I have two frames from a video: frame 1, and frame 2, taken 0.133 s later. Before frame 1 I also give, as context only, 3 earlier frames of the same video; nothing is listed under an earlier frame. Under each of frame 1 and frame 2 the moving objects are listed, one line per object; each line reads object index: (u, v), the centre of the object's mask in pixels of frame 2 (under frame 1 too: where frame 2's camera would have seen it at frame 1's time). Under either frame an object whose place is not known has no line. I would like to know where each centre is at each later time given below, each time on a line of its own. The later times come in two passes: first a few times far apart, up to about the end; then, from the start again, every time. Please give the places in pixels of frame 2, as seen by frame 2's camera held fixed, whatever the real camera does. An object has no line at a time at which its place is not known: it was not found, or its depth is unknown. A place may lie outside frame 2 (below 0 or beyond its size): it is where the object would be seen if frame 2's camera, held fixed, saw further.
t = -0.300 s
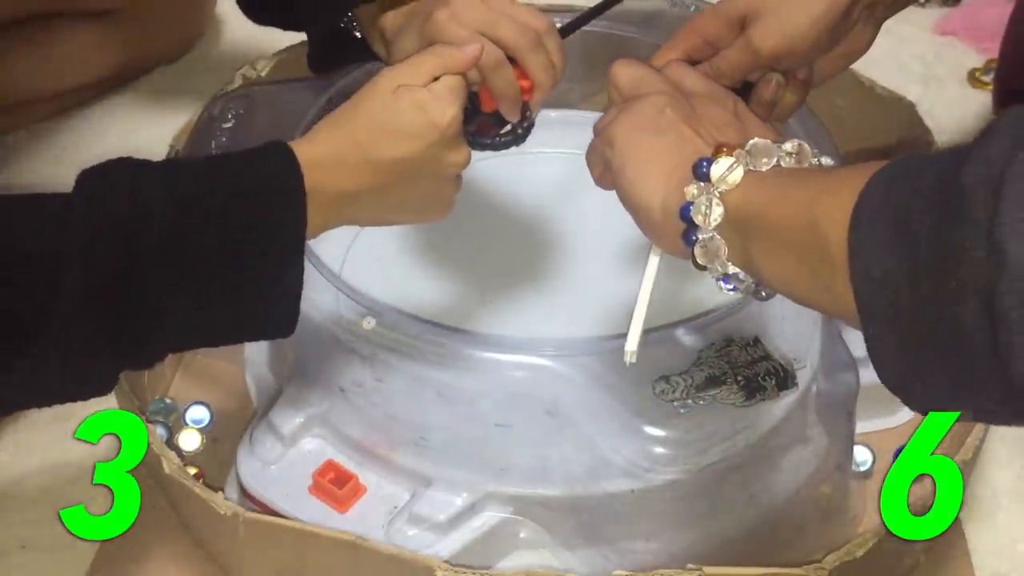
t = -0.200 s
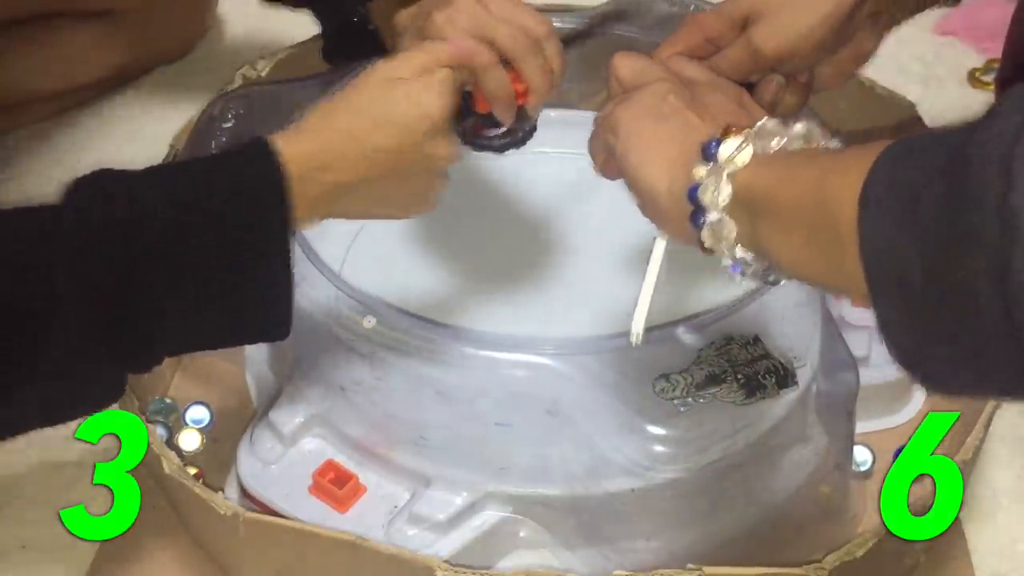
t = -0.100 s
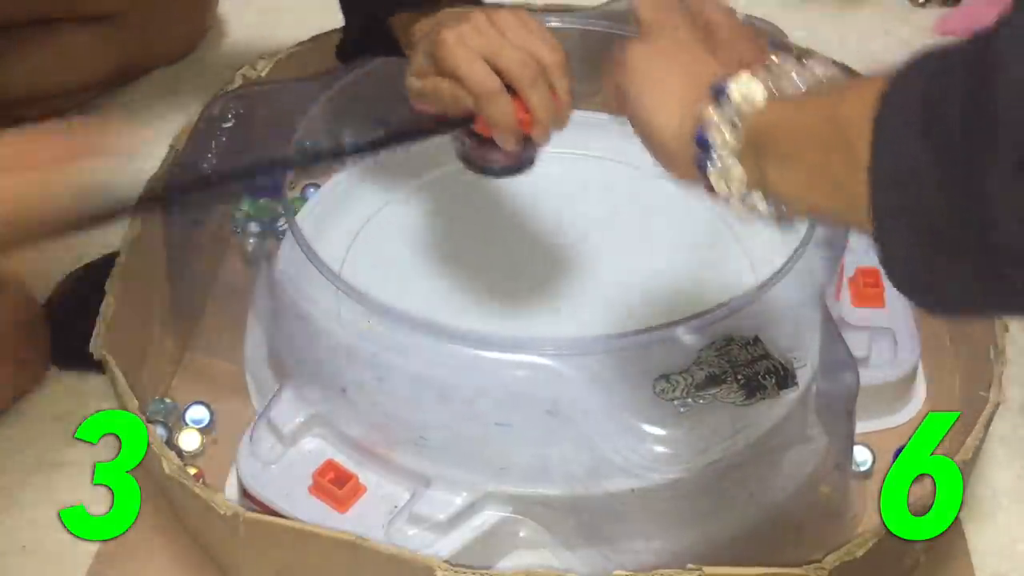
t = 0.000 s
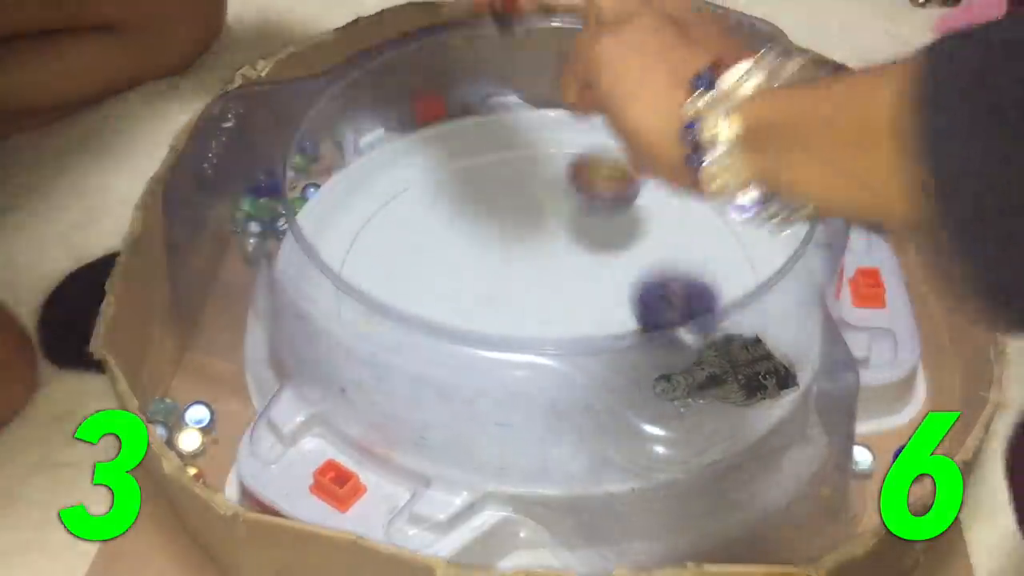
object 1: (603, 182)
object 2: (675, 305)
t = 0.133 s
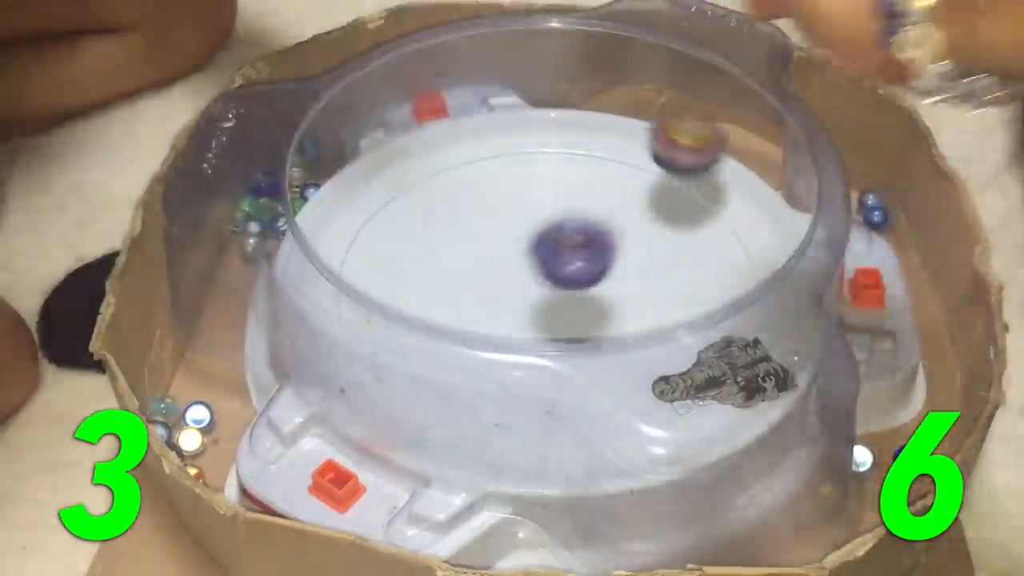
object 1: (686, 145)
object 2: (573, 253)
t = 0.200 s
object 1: (704, 151)
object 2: (529, 272)
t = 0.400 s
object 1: (643, 204)
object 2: (482, 306)
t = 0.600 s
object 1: (465, 252)
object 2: (608, 362)
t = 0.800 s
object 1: (378, 324)
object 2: (709, 220)
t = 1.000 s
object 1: (560, 389)
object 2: (485, 114)
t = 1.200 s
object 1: (755, 255)
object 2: (341, 312)
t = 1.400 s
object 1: (553, 138)
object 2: (775, 296)
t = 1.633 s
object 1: (421, 380)
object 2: (595, 103)
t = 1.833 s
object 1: (743, 244)
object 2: (529, 337)
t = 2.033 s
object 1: (383, 191)
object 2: (644, 438)
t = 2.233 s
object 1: (644, 397)
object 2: (795, 458)
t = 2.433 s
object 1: (614, 142)
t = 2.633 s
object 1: (321, 201)
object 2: (792, 516)
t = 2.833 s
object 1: (409, 309)
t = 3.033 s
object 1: (683, 300)
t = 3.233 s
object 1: (700, 213)
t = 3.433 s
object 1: (511, 166)
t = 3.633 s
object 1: (362, 264)
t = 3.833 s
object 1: (516, 410)
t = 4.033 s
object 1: (745, 305)
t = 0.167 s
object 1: (701, 165)
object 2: (545, 277)
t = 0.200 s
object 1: (704, 151)
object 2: (529, 272)
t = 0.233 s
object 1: (705, 151)
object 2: (518, 260)
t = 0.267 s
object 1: (703, 164)
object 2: (507, 263)
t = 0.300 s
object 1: (695, 176)
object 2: (495, 281)
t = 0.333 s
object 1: (682, 182)
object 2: (489, 285)
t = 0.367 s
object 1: (665, 194)
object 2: (484, 292)
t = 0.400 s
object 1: (643, 204)
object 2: (482, 306)
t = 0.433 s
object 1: (618, 214)
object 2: (487, 327)
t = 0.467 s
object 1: (591, 223)
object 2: (498, 338)
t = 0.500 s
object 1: (562, 231)
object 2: (515, 350)
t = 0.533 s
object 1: (530, 239)
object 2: (541, 360)
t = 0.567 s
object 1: (498, 244)
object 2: (574, 365)
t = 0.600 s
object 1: (465, 252)
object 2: (608, 362)
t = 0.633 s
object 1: (437, 259)
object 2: (643, 346)
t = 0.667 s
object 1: (412, 271)
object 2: (671, 331)
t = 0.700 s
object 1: (396, 278)
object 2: (694, 311)
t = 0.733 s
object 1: (380, 294)
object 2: (709, 279)
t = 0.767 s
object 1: (375, 309)
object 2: (714, 252)
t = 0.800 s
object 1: (378, 324)
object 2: (709, 220)
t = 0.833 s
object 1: (389, 340)
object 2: (693, 192)
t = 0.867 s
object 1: (408, 355)
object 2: (670, 165)
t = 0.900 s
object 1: (438, 371)
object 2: (631, 143)
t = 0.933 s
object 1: (474, 384)
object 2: (585, 131)
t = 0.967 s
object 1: (515, 391)
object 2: (536, 122)
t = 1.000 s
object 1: (560, 389)
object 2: (485, 114)
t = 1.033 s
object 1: (605, 381)
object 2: (434, 127)
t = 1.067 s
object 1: (645, 358)
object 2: (381, 151)
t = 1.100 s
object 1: (679, 336)
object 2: (337, 188)
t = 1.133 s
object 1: (716, 314)
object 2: (294, 232)
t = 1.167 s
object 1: (742, 294)
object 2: (284, 282)
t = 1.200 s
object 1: (755, 255)
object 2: (341, 312)
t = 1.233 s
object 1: (746, 229)
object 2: (403, 337)
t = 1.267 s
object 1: (723, 204)
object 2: (485, 359)
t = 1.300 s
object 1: (693, 178)
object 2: (562, 368)
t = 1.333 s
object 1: (654, 155)
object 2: (638, 357)
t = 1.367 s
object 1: (608, 142)
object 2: (719, 320)
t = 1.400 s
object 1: (553, 138)
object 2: (775, 296)
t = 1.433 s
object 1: (496, 140)
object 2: (788, 250)
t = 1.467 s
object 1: (442, 155)
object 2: (773, 219)
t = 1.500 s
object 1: (392, 187)
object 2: (752, 190)
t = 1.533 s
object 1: (357, 224)
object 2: (720, 156)
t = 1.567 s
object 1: (345, 280)
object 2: (682, 123)
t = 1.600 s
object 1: (366, 334)
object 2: (631, 100)
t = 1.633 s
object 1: (421, 380)
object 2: (595, 103)
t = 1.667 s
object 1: (494, 407)
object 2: (587, 145)
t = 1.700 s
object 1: (582, 411)
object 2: (574, 184)
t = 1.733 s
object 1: (653, 391)
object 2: (555, 224)
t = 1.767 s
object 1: (709, 329)
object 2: (540, 261)
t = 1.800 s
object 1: (747, 298)
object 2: (531, 301)
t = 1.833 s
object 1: (743, 244)
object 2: (529, 337)
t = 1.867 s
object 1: (711, 195)
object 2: (535, 371)
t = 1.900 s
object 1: (658, 160)
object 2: (551, 401)
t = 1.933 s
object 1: (586, 139)
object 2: (572, 419)
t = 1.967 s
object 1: (513, 136)
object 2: (595, 416)
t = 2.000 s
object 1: (442, 154)
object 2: (619, 431)
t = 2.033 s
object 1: (383, 191)
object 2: (644, 438)
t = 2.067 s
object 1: (351, 245)
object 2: (672, 442)
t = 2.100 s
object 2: (701, 451)
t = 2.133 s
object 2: (732, 471)
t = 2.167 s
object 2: (754, 477)
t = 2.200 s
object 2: (778, 463)
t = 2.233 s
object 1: (644, 397)
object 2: (795, 458)
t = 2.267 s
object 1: (704, 339)
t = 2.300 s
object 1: (747, 301)
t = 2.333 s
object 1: (744, 252)
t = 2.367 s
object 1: (719, 207)
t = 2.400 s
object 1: (675, 168)
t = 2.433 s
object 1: (614, 142)
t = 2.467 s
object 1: (553, 125)
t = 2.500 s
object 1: (497, 110)
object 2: (793, 512)
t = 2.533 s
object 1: (443, 123)
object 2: (792, 513)
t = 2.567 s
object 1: (400, 148)
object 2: (792, 513)
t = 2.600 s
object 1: (356, 172)
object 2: (794, 515)
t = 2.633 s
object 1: (321, 201)
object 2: (792, 516)
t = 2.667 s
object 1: (290, 230)
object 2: (793, 516)
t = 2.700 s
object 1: (273, 266)
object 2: (791, 514)
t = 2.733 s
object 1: (281, 286)
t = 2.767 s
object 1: (326, 292)
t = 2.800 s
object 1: (366, 305)
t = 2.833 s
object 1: (409, 309)
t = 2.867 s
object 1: (460, 311)
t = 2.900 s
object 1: (506, 319)
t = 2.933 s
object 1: (555, 328)
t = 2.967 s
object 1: (603, 324)
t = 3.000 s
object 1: (647, 314)
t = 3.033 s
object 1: (683, 300)
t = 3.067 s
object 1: (716, 288)
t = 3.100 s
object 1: (739, 271)
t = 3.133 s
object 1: (751, 255)
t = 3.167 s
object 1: (738, 241)
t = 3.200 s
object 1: (720, 227)
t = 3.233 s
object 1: (700, 213)
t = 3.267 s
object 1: (678, 197)
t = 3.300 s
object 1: (650, 184)
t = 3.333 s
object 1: (619, 172)
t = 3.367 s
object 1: (585, 165)
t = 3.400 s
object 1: (548, 163)
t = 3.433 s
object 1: (511, 166)
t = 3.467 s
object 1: (478, 172)
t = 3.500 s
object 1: (445, 184)
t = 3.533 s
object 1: (415, 200)
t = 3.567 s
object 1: (390, 218)
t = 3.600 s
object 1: (370, 242)
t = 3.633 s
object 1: (362, 264)
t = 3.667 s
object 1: (355, 297)
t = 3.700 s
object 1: (361, 328)
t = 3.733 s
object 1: (377, 359)
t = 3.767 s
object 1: (418, 380)
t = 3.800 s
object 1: (462, 401)
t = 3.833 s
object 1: (516, 410)
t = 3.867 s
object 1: (568, 411)
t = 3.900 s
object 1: (620, 401)
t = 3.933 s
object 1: (654, 384)
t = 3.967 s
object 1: (676, 357)
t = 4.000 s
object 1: (727, 323)
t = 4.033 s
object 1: (745, 305)
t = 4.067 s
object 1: (749, 276)
